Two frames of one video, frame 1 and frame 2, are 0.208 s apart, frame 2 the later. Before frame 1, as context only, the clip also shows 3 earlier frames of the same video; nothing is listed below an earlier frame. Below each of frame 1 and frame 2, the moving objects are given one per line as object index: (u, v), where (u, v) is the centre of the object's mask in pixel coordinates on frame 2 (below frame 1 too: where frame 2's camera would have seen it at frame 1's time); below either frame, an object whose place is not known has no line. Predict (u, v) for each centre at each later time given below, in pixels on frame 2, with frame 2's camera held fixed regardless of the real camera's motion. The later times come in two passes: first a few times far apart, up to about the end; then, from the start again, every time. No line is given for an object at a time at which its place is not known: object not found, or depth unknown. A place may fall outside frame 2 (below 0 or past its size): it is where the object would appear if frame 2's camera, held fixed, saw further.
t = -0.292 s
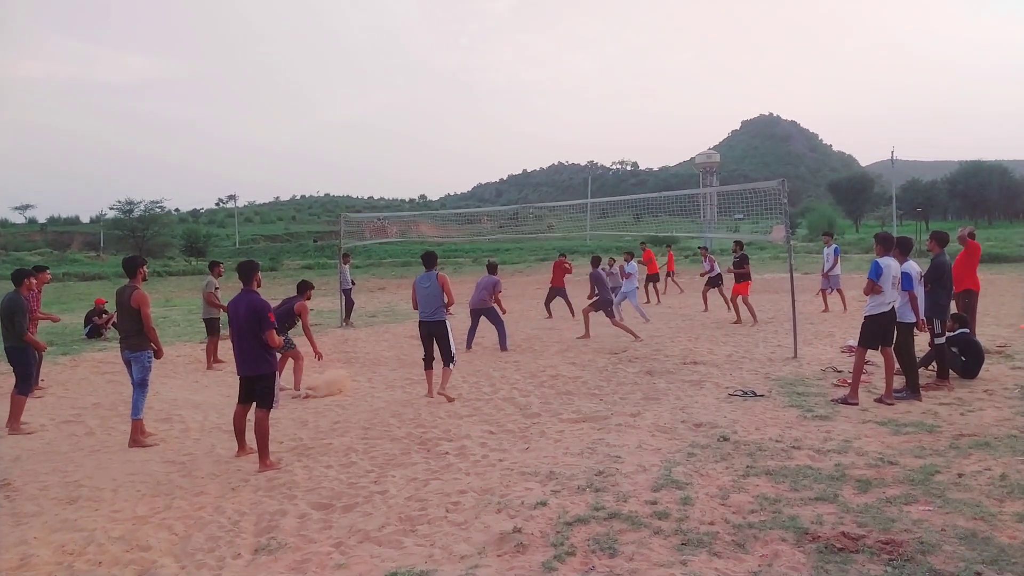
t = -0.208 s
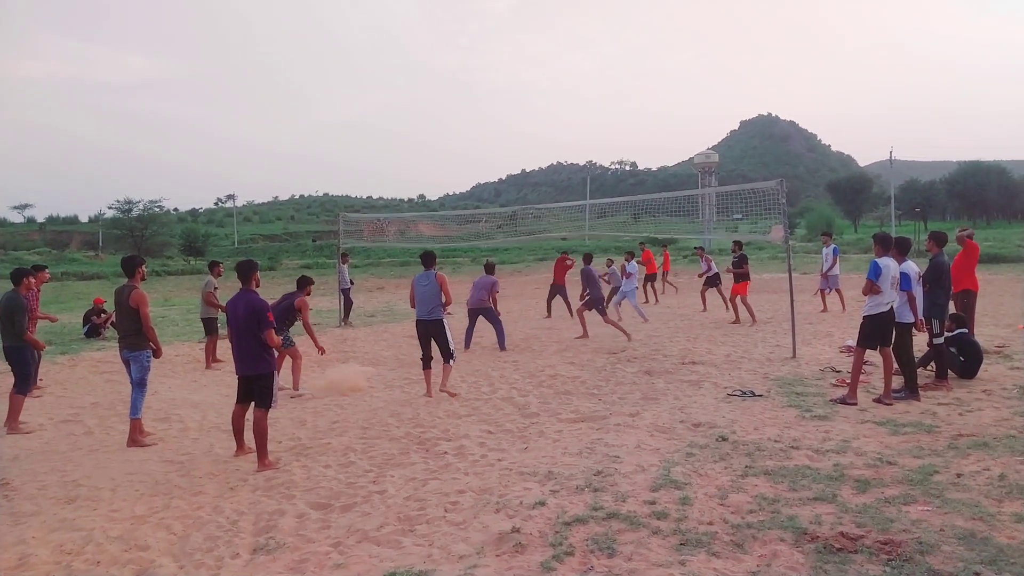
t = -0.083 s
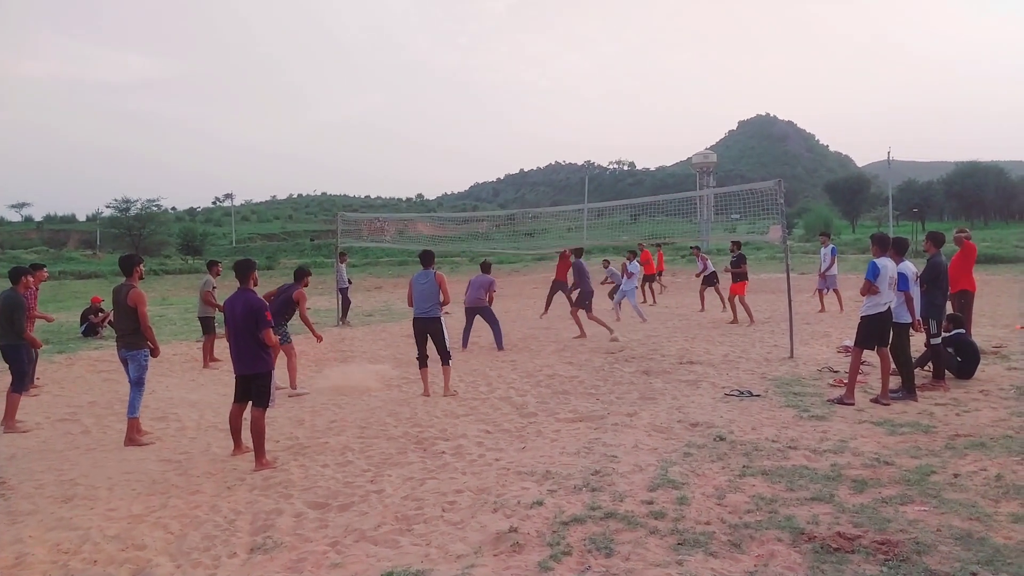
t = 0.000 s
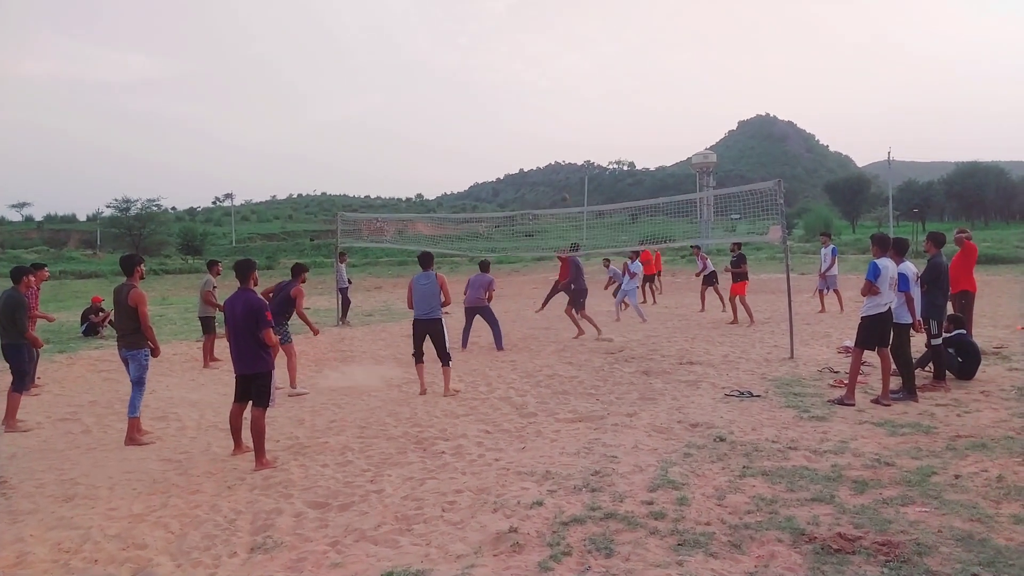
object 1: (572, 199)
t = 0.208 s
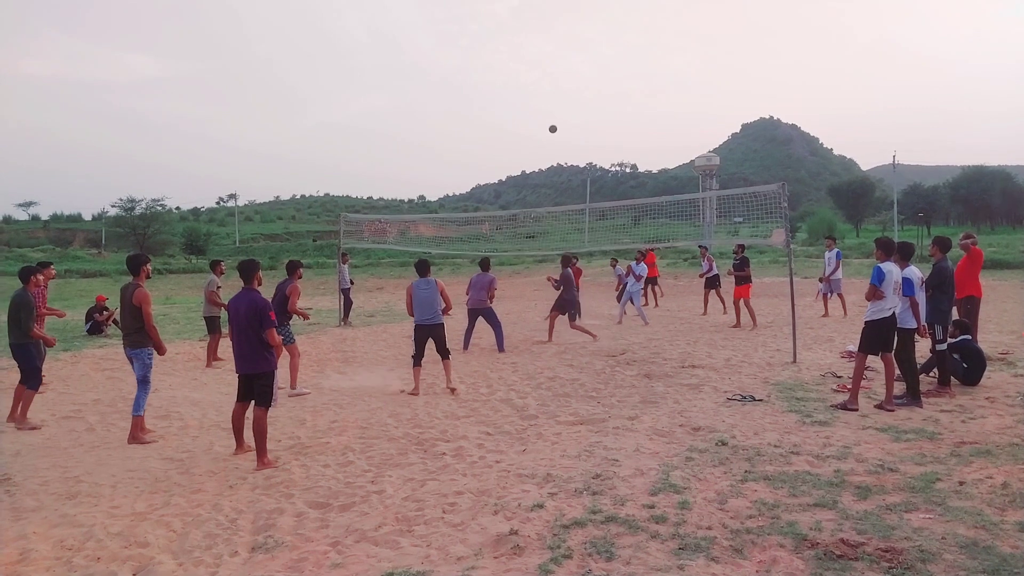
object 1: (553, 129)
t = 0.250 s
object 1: (551, 116)
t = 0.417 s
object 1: (542, 71)
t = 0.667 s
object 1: (525, 20)
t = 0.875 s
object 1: (508, 4)
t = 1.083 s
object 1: (488, 10)
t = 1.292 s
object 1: (465, 47)
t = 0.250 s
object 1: (551, 116)
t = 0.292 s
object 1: (549, 104)
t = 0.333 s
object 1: (546, 93)
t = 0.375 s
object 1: (545, 82)
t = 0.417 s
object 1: (542, 71)
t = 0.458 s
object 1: (540, 61)
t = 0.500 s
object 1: (537, 52)
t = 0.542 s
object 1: (535, 43)
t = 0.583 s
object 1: (532, 34)
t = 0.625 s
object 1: (529, 26)
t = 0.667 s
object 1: (525, 20)
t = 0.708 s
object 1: (522, 14)
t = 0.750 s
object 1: (518, 10)
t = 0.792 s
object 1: (514, 6)
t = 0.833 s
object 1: (511, 4)
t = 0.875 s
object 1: (508, 4)
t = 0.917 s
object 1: (504, 4)
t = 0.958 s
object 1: (500, 4)
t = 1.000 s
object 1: (496, 6)
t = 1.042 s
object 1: (492, 7)
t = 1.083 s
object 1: (488, 10)
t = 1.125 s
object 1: (483, 15)
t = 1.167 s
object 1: (478, 20)
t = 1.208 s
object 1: (475, 27)
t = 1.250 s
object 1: (471, 35)
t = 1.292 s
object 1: (465, 47)
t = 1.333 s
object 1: (459, 60)
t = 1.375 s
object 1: (453, 74)
